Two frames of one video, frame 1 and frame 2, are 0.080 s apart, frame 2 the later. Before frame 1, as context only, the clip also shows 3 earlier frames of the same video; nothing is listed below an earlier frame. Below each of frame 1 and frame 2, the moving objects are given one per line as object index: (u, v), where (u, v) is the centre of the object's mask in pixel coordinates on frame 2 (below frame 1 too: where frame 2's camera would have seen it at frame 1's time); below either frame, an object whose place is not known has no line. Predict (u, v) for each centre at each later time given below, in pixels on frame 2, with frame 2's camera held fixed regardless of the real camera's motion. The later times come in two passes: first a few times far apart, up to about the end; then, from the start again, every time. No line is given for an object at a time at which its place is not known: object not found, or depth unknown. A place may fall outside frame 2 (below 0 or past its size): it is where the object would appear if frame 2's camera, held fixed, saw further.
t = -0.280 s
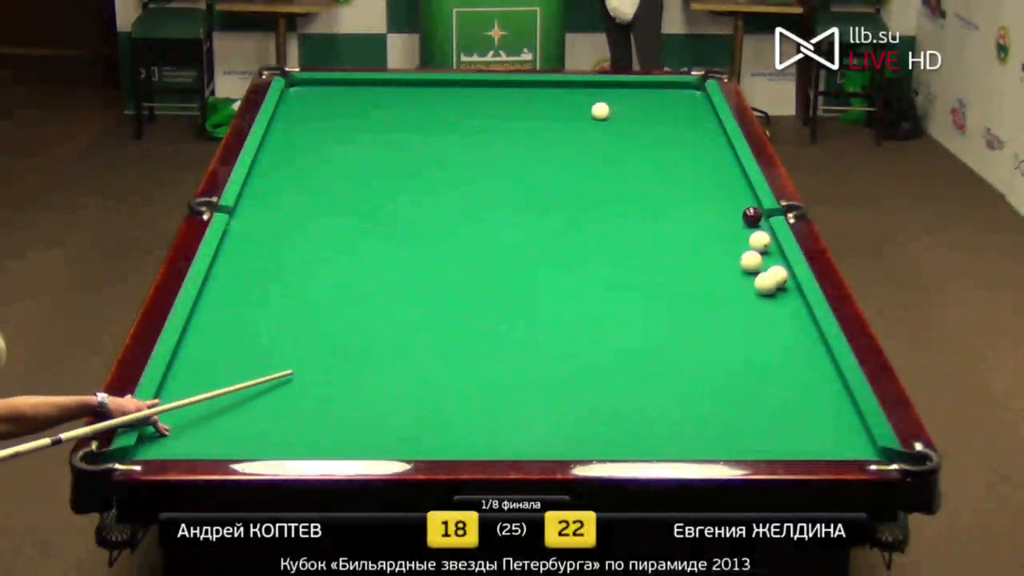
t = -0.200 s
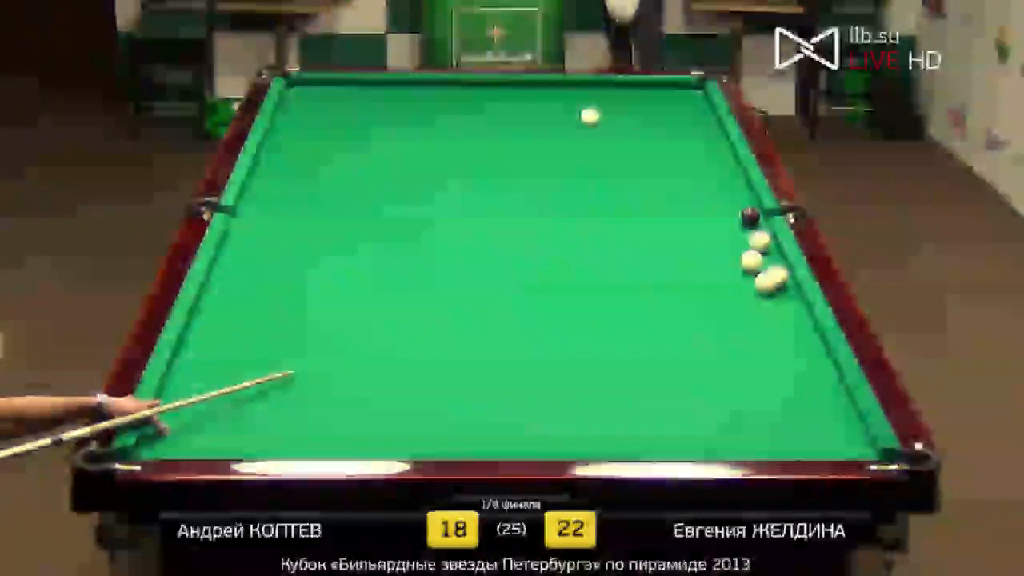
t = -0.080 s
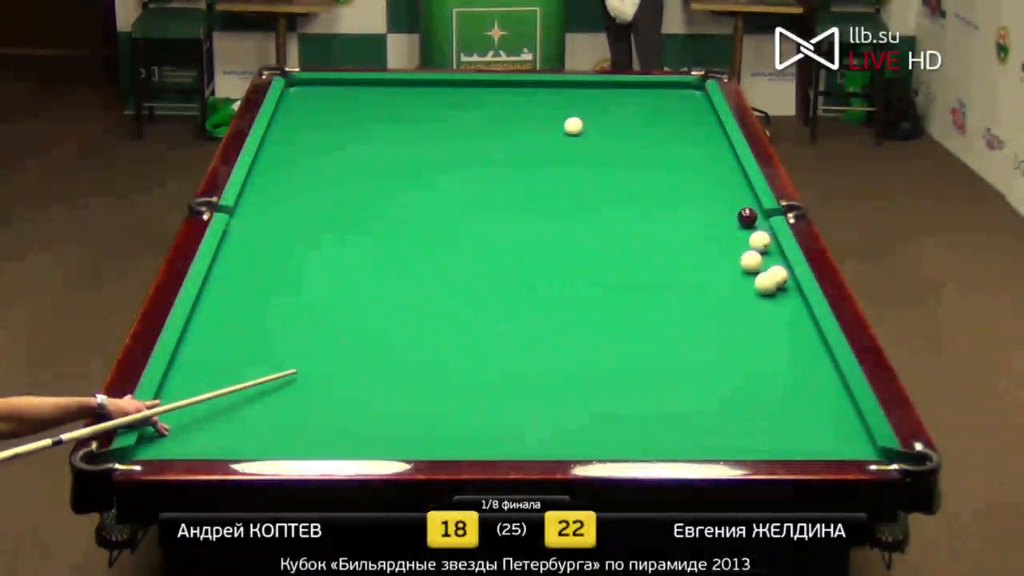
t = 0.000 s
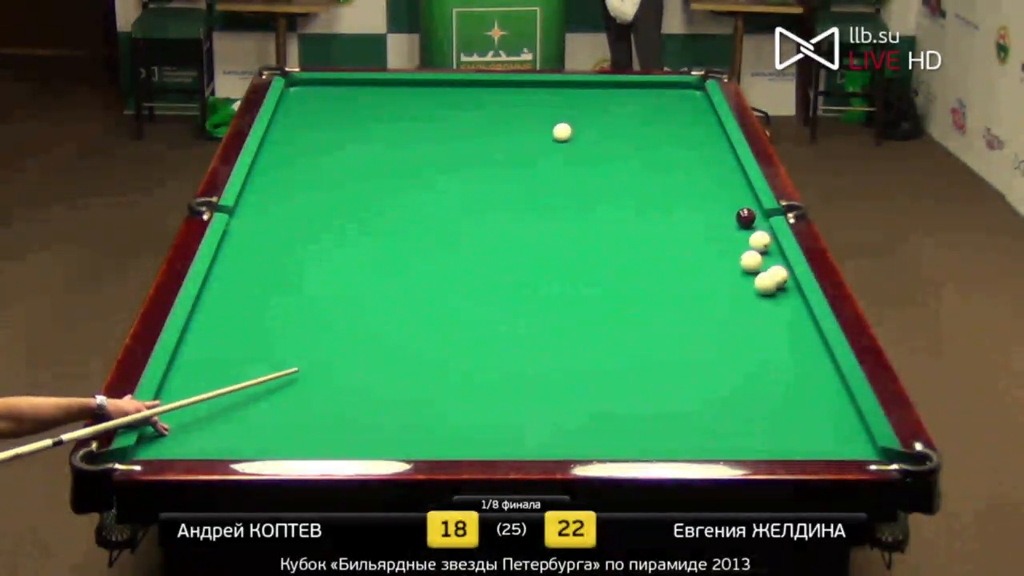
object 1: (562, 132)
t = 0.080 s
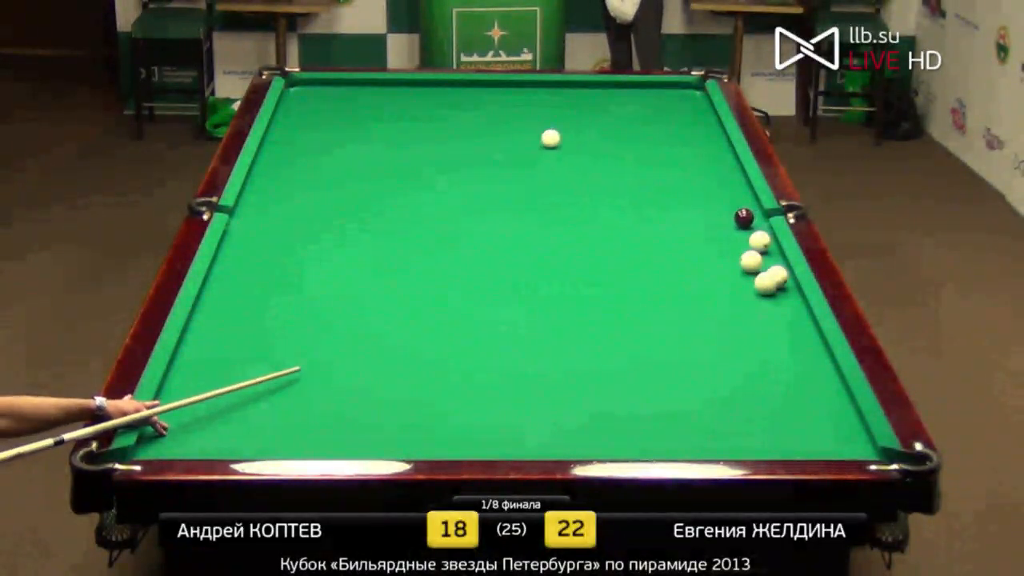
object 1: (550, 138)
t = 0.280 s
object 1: (521, 154)
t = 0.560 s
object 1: (476, 178)
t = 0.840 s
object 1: (428, 205)
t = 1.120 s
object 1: (375, 233)
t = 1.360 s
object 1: (327, 258)
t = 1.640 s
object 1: (267, 291)
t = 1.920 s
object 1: (200, 326)
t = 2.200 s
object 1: (212, 357)
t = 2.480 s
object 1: (231, 390)
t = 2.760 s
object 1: (250, 425)
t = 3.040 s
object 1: (278, 441)
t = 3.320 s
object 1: (320, 425)
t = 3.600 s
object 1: (359, 406)
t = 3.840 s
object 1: (390, 391)
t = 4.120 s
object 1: (423, 376)
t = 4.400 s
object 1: (454, 361)
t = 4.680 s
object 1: (482, 348)
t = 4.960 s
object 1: (508, 335)
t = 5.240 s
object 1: (532, 324)
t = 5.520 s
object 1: (554, 313)
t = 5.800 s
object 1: (574, 303)
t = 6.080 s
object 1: (592, 294)
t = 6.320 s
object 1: (607, 286)
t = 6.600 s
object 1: (622, 279)
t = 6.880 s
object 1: (636, 271)
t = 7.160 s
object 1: (649, 265)
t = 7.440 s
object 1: (661, 259)
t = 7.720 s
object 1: (672, 254)
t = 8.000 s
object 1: (681, 249)
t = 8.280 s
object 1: (690, 245)
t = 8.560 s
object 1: (698, 242)
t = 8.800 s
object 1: (704, 239)
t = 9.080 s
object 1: (710, 236)
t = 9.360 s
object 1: (715, 234)
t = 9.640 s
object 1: (719, 233)
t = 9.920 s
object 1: (723, 231)
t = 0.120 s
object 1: (545, 141)
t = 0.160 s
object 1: (539, 145)
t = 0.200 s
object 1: (533, 148)
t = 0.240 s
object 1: (527, 151)
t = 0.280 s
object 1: (521, 154)
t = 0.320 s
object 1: (514, 158)
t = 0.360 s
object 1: (508, 161)
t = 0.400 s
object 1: (502, 165)
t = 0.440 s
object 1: (495, 168)
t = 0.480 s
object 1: (489, 171)
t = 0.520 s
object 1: (483, 175)
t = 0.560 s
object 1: (476, 178)
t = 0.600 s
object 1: (469, 182)
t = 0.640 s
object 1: (462, 186)
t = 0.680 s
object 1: (456, 189)
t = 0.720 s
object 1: (449, 193)
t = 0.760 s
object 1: (442, 197)
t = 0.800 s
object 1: (435, 201)
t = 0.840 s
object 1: (428, 205)
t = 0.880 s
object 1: (421, 209)
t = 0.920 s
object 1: (413, 213)
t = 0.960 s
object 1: (406, 216)
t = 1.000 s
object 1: (398, 221)
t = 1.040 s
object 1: (391, 224)
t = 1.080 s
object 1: (383, 229)
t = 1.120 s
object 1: (375, 233)
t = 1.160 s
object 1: (368, 237)
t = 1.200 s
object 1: (360, 241)
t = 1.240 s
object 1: (352, 245)
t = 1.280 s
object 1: (344, 249)
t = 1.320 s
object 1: (335, 254)
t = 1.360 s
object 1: (327, 258)
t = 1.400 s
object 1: (319, 263)
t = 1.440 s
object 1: (310, 267)
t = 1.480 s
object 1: (302, 272)
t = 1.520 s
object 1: (293, 277)
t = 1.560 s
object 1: (284, 281)
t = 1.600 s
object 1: (275, 286)
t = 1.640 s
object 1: (267, 291)
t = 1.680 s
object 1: (257, 296)
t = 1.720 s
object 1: (248, 301)
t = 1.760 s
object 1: (239, 306)
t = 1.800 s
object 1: (229, 311)
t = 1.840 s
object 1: (220, 316)
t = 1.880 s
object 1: (210, 321)
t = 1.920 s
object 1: (200, 326)
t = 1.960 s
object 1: (195, 332)
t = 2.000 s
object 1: (199, 336)
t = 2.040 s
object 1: (202, 340)
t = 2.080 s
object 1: (204, 345)
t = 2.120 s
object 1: (207, 349)
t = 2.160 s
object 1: (209, 353)
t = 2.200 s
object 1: (212, 357)
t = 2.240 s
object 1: (215, 363)
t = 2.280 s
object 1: (217, 367)
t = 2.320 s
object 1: (220, 371)
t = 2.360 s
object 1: (222, 376)
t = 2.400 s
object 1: (225, 381)
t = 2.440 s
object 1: (228, 386)
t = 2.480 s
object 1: (231, 390)
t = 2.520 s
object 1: (233, 395)
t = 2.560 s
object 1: (236, 401)
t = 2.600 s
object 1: (239, 405)
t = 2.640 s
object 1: (241, 410)
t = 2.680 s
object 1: (244, 415)
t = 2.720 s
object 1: (247, 420)
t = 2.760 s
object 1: (250, 425)
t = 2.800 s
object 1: (253, 430)
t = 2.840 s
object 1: (255, 435)
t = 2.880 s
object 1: (258, 439)
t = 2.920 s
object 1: (262, 442)
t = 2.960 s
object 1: (264, 445)
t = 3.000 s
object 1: (271, 443)
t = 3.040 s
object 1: (278, 441)
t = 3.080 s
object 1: (284, 440)
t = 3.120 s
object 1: (290, 438)
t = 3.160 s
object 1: (296, 435)
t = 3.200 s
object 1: (302, 432)
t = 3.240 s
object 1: (308, 430)
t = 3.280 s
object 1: (314, 427)
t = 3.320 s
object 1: (320, 425)
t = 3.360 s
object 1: (326, 422)
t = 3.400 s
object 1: (331, 419)
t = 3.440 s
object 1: (337, 416)
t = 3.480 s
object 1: (343, 414)
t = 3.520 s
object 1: (348, 411)
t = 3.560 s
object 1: (354, 409)
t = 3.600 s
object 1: (359, 406)
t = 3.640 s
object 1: (364, 403)
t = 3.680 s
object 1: (369, 401)
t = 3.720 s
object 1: (375, 399)
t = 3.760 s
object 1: (379, 396)
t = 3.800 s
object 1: (385, 394)
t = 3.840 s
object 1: (390, 391)
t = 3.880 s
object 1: (395, 389)
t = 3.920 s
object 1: (399, 386)
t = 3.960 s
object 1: (404, 385)
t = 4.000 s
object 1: (409, 382)
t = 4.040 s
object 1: (413, 380)
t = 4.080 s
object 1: (418, 378)
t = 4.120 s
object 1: (423, 376)
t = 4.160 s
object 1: (428, 373)
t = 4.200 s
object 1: (432, 371)
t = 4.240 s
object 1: (436, 369)
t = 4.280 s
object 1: (441, 367)
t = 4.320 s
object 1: (445, 365)
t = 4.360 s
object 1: (449, 363)
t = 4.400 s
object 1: (454, 361)
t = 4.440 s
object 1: (458, 359)
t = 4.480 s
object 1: (462, 357)
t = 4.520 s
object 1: (466, 355)
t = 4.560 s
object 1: (470, 353)
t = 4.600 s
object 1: (474, 351)
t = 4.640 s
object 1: (478, 349)
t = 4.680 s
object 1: (482, 348)
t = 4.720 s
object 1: (485, 346)
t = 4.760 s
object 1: (489, 344)
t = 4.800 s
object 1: (493, 342)
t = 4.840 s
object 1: (497, 340)
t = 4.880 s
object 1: (500, 339)
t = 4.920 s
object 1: (504, 337)
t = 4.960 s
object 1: (508, 335)
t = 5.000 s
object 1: (511, 333)
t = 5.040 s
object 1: (515, 332)
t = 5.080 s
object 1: (518, 330)
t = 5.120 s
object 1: (522, 329)
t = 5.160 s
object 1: (525, 327)
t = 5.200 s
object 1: (529, 325)
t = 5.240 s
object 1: (532, 324)
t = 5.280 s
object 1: (535, 322)
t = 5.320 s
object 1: (538, 320)
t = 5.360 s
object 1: (541, 319)
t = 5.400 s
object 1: (545, 317)
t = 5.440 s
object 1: (548, 316)
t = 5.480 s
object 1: (551, 314)
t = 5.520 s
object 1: (554, 313)
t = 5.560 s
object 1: (557, 311)
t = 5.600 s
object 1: (560, 310)
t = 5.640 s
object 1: (563, 308)
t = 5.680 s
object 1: (565, 307)
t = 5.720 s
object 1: (568, 305)
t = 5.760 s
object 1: (571, 304)
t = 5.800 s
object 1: (574, 303)
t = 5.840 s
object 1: (577, 301)
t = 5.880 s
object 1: (579, 300)
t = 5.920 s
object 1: (582, 299)
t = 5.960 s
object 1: (585, 297)
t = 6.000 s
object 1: (587, 296)
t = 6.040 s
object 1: (590, 295)
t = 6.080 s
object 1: (592, 294)
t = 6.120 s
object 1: (595, 292)
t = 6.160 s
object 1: (597, 291)
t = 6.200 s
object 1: (600, 290)
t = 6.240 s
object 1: (602, 289)
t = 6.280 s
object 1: (604, 288)
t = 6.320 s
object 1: (607, 286)
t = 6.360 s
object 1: (609, 285)
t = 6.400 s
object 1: (611, 284)
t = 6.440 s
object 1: (614, 283)
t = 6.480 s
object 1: (616, 282)
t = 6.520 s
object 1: (618, 281)
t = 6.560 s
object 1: (620, 280)
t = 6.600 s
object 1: (622, 279)
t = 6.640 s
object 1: (624, 278)
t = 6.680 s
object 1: (627, 276)
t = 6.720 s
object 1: (628, 276)
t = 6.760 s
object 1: (631, 274)
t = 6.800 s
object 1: (632, 273)
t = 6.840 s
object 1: (634, 272)
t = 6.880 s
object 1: (636, 271)
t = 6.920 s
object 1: (638, 271)
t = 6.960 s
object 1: (640, 270)
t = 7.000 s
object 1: (642, 268)
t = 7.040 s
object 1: (644, 268)
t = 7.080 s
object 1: (646, 267)
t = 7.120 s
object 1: (648, 266)
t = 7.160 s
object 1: (649, 265)
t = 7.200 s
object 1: (651, 264)
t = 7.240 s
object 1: (653, 263)
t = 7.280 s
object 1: (654, 262)
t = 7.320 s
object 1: (656, 262)
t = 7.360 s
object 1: (658, 261)
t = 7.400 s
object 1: (659, 260)
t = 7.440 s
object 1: (661, 259)
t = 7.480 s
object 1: (663, 259)
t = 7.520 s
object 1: (664, 258)
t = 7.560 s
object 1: (666, 257)
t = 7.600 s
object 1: (667, 256)
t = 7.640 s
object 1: (669, 255)
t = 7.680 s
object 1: (670, 255)
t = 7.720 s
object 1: (672, 254)
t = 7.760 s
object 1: (673, 253)
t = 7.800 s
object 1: (675, 253)
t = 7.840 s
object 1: (676, 252)
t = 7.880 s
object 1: (677, 251)
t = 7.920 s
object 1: (679, 251)
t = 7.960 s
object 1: (680, 250)
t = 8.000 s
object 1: (681, 249)
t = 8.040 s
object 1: (683, 249)
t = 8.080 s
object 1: (684, 248)
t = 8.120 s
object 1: (686, 248)
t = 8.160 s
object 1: (687, 247)
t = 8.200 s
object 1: (688, 247)
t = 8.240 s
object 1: (689, 246)
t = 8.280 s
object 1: (690, 245)
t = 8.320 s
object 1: (691, 245)
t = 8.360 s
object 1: (693, 244)
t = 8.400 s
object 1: (694, 244)
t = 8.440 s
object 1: (695, 243)
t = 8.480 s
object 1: (696, 243)
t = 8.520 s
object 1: (697, 242)
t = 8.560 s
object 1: (698, 242)
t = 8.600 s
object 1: (699, 241)
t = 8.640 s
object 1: (700, 241)
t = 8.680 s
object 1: (701, 240)
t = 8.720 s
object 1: (702, 240)
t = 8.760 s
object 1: (703, 239)
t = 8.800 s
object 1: (704, 239)
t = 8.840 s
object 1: (705, 239)
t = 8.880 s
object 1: (706, 238)
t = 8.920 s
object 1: (707, 238)
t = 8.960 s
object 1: (708, 237)
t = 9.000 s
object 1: (709, 237)
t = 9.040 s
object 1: (710, 237)
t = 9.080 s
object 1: (710, 236)
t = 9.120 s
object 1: (711, 236)
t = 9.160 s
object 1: (712, 236)
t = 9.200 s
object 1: (712, 235)
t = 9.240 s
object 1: (713, 235)
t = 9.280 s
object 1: (714, 235)
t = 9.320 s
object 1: (715, 234)
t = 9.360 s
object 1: (715, 234)
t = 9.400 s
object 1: (716, 233)
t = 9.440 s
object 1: (717, 234)
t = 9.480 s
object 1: (717, 233)
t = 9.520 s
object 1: (718, 233)
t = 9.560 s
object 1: (718, 233)
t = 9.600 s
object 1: (719, 233)
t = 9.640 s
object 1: (719, 233)
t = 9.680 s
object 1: (720, 232)
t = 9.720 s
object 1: (721, 232)
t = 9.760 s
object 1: (721, 232)
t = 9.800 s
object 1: (721, 231)
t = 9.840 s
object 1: (722, 231)
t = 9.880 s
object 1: (722, 231)
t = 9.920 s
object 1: (723, 231)
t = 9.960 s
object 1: (723, 230)
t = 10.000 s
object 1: (723, 230)
